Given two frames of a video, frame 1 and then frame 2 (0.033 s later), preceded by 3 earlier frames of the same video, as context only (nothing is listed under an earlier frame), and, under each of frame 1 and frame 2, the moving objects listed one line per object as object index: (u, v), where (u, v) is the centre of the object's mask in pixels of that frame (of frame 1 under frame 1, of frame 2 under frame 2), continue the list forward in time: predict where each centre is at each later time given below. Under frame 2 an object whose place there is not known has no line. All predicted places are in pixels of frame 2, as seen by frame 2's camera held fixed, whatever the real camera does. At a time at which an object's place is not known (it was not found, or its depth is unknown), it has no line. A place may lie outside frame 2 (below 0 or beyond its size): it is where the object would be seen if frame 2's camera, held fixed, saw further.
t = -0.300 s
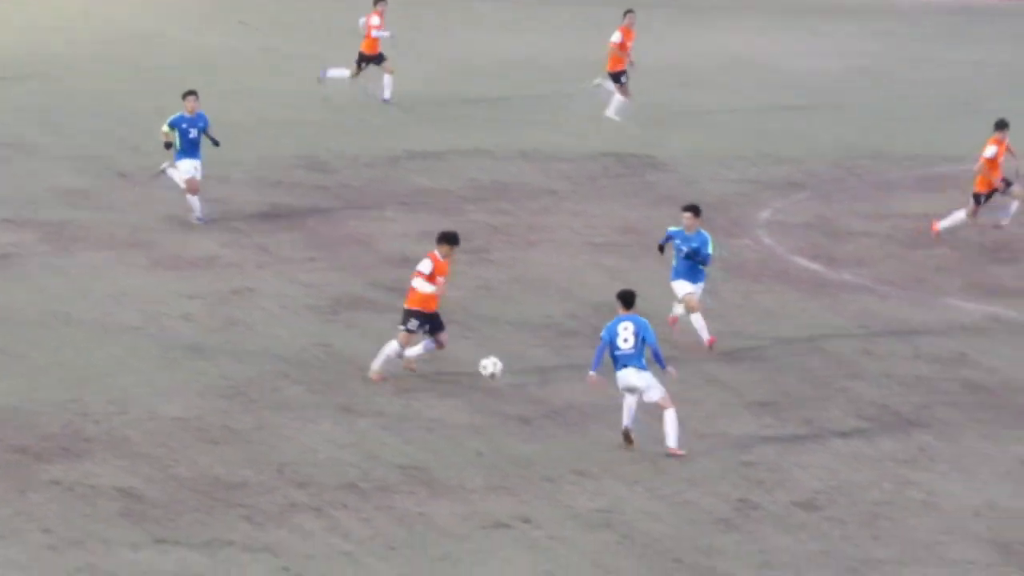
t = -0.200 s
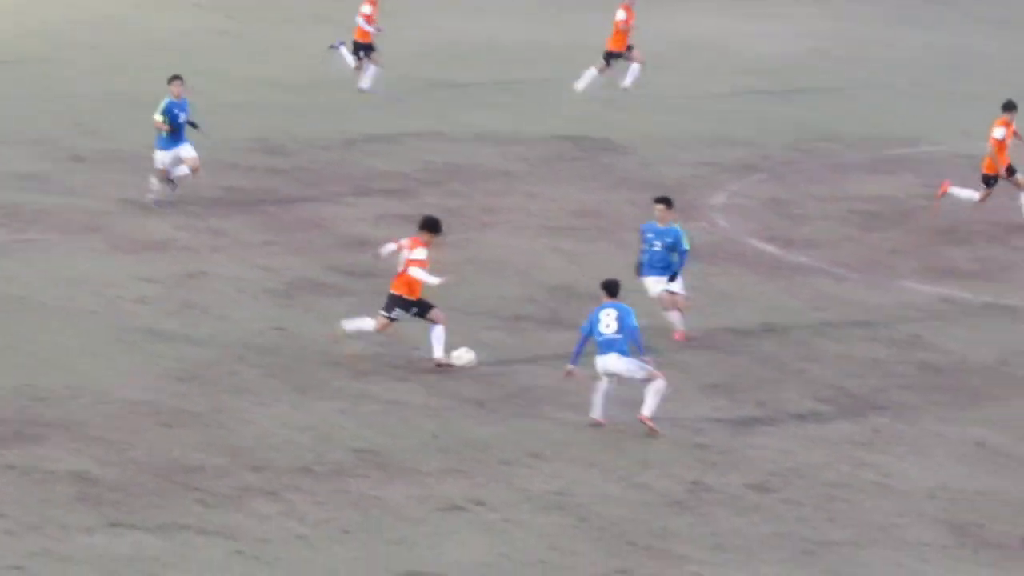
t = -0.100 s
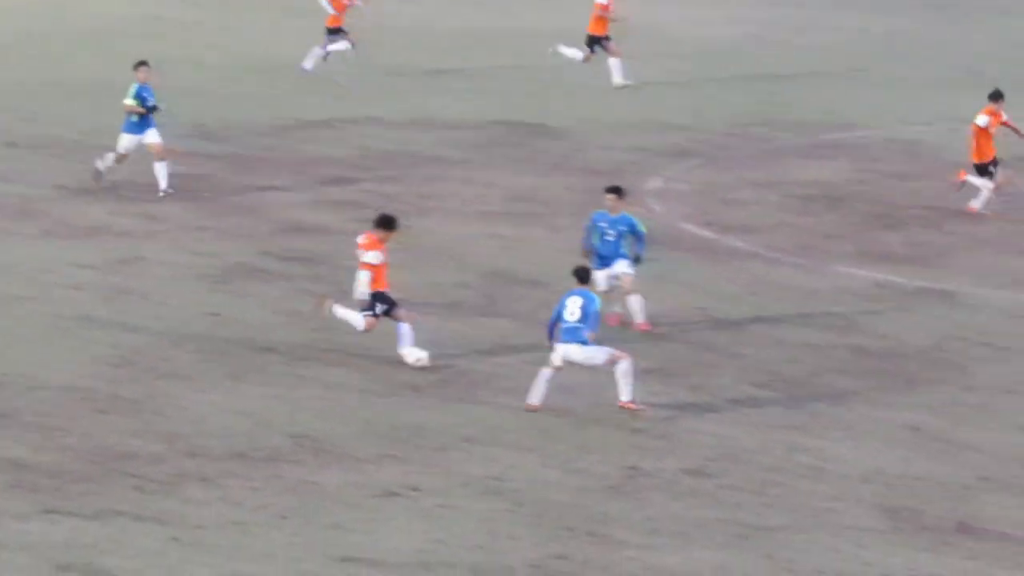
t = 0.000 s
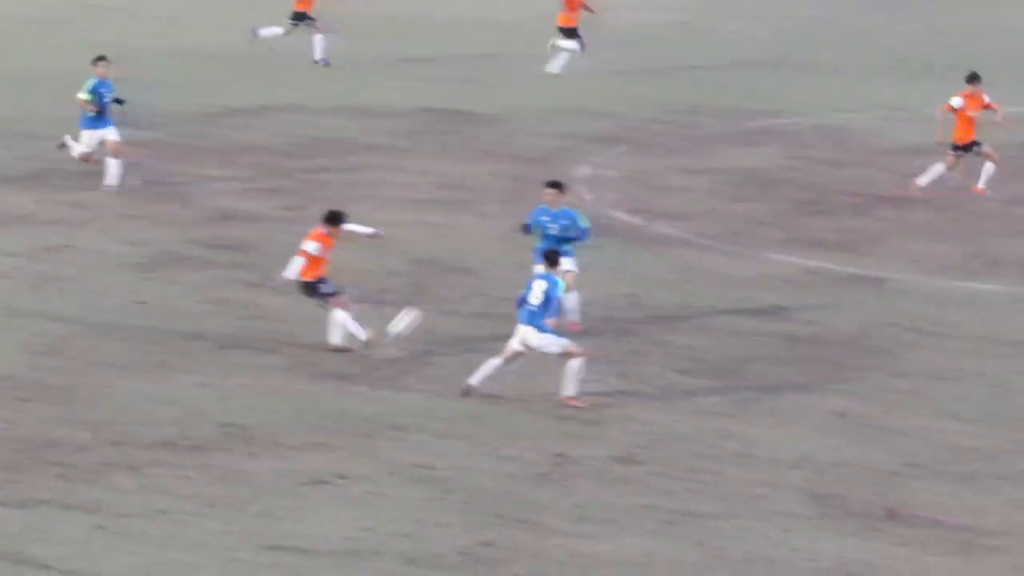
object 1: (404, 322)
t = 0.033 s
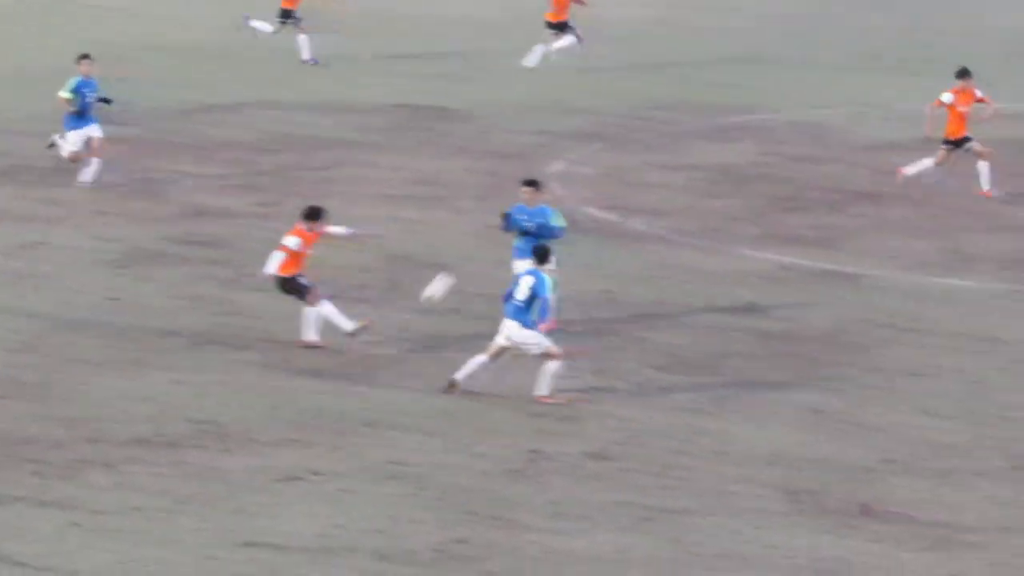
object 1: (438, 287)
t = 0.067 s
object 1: (494, 258)
